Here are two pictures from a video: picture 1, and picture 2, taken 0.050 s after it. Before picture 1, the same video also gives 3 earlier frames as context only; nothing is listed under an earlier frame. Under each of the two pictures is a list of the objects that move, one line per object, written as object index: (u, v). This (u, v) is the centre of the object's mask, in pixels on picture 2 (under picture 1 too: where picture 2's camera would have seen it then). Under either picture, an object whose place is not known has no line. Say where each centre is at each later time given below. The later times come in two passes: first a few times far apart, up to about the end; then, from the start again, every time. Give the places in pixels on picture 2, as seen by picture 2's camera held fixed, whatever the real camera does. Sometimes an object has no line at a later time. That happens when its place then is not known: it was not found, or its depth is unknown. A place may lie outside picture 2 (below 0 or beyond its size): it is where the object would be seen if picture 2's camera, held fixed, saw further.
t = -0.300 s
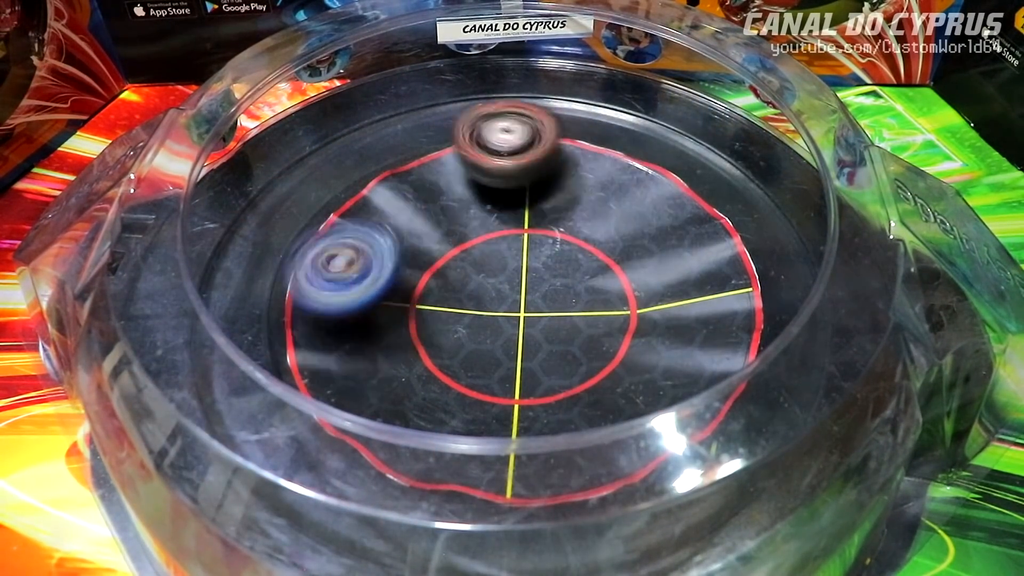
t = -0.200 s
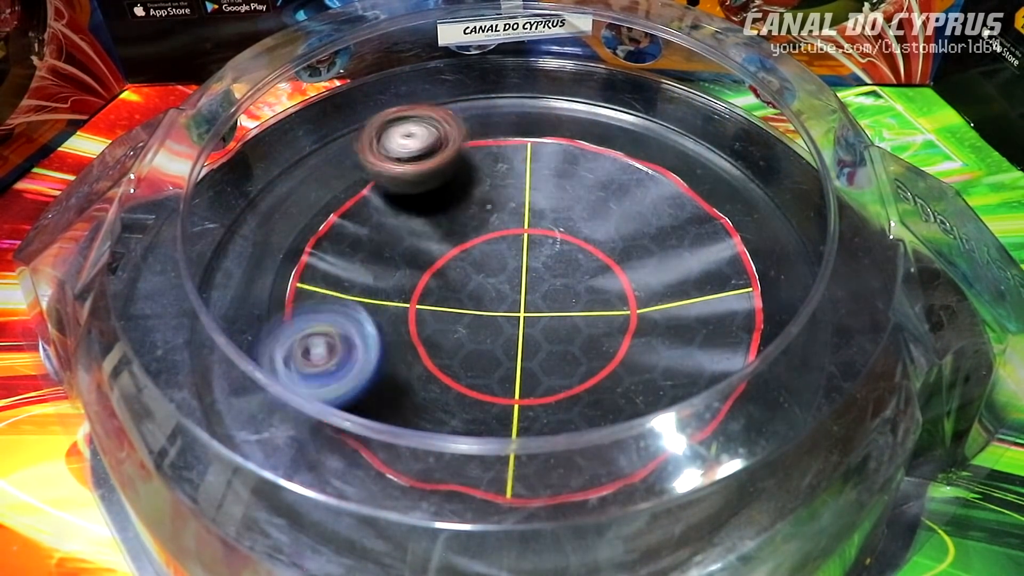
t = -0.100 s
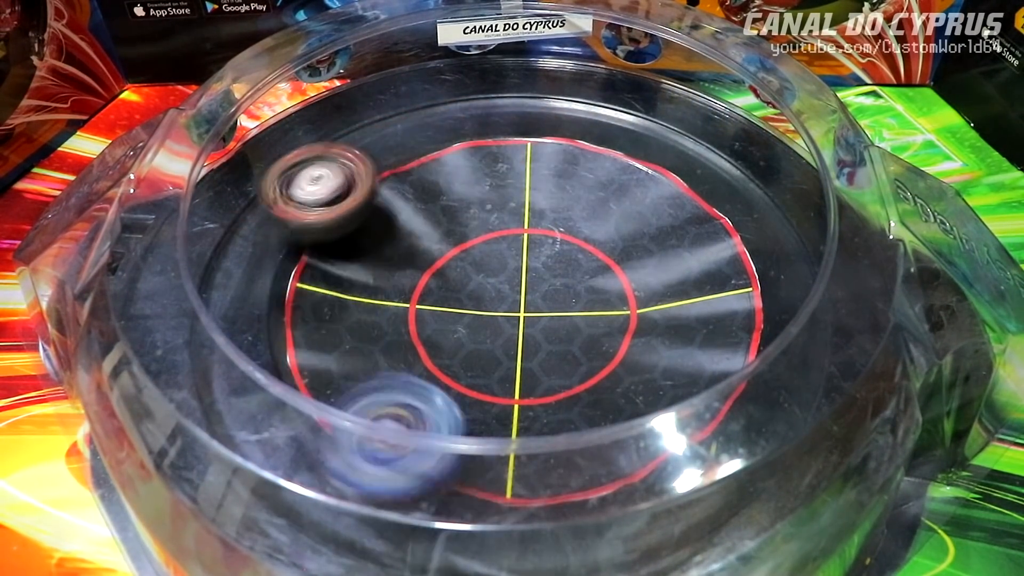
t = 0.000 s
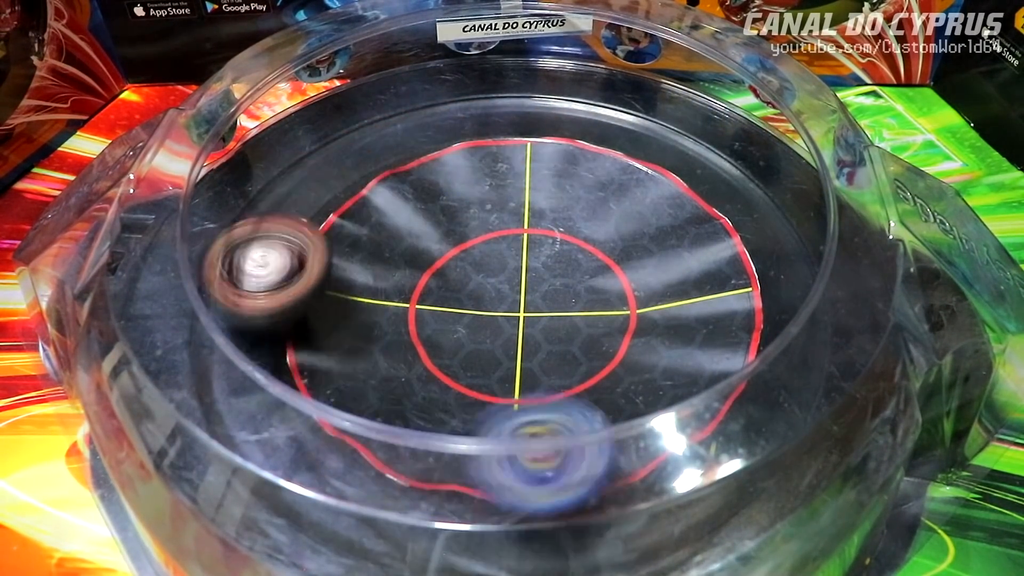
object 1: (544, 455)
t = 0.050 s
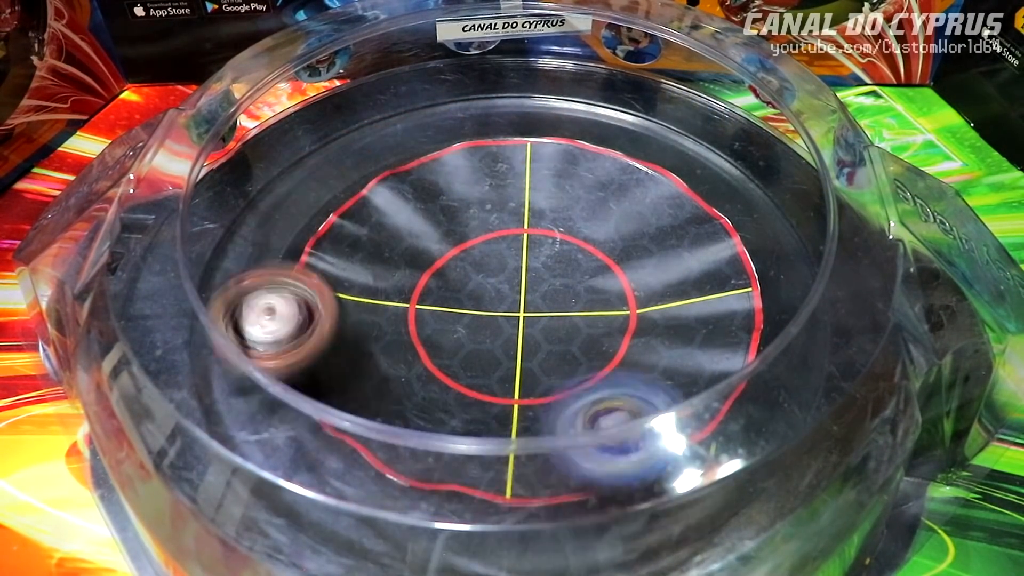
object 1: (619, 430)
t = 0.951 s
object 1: (209, 357)
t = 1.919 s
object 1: (596, 167)
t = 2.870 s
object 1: (326, 323)
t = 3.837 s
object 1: (338, 331)
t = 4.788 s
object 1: (328, 235)
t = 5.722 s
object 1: (440, 136)
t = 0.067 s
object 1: (641, 417)
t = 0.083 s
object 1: (662, 394)
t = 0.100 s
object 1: (681, 384)
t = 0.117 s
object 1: (694, 375)
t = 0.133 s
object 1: (709, 363)
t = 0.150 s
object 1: (721, 348)
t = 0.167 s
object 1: (726, 332)
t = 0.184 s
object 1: (731, 313)
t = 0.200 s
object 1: (738, 298)
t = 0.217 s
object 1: (737, 279)
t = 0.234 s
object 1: (737, 263)
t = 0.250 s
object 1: (734, 246)
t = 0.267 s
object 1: (730, 232)
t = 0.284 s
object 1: (723, 219)
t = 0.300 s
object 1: (711, 207)
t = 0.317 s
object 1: (699, 194)
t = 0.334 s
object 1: (686, 182)
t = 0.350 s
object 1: (670, 171)
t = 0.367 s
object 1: (657, 161)
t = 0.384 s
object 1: (641, 151)
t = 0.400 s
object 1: (623, 144)
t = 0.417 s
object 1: (607, 138)
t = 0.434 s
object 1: (588, 133)
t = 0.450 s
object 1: (568, 129)
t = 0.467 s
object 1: (548, 126)
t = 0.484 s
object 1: (528, 126)
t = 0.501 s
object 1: (507, 125)
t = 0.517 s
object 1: (487, 125)
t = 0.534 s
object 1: (464, 127)
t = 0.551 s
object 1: (442, 132)
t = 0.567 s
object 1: (421, 136)
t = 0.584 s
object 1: (399, 141)
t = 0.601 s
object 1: (379, 146)
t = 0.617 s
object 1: (359, 154)
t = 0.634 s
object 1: (340, 163)
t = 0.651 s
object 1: (323, 172)
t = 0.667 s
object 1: (307, 181)
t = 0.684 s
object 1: (293, 193)
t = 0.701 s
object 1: (281, 207)
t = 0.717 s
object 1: (270, 219)
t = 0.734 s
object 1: (257, 232)
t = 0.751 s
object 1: (246, 245)
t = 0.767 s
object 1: (237, 255)
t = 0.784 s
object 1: (223, 266)
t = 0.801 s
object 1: (214, 275)
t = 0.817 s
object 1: (197, 284)
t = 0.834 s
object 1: (187, 293)
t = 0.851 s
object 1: (179, 301)
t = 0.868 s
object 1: (179, 309)
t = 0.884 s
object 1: (183, 319)
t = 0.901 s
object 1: (191, 331)
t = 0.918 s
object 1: (200, 342)
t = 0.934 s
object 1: (205, 350)
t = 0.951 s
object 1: (209, 357)
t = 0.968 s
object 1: (211, 365)
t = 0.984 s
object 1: (214, 374)
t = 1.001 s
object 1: (218, 382)
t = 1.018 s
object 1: (219, 392)
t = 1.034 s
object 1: (222, 401)
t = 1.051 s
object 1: (228, 410)
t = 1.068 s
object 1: (238, 422)
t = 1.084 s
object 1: (252, 434)
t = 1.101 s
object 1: (259, 445)
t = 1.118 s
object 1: (269, 451)
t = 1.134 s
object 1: (275, 454)
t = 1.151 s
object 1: (282, 460)
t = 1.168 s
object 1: (290, 467)
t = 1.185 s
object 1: (295, 472)
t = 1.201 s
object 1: (300, 475)
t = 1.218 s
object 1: (305, 478)
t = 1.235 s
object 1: (310, 480)
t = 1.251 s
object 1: (314, 481)
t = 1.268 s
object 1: (319, 483)
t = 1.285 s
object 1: (324, 484)
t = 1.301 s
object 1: (329, 484)
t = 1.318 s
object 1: (334, 485)
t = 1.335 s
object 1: (340, 486)
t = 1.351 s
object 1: (348, 486)
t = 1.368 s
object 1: (357, 483)
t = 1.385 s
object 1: (364, 481)
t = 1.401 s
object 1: (374, 481)
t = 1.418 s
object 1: (384, 477)
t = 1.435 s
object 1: (389, 483)
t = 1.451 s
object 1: (404, 475)
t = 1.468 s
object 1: (414, 464)
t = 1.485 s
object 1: (422, 463)
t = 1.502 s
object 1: (429, 461)
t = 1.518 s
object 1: (441, 459)
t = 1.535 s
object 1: (453, 456)
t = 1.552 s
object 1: (468, 452)
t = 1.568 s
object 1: (486, 439)
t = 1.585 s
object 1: (502, 436)
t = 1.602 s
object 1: (521, 425)
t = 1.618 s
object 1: (539, 416)
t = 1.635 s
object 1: (555, 397)
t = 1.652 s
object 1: (575, 391)
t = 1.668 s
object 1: (588, 383)
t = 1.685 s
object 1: (604, 371)
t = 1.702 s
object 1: (619, 362)
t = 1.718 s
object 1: (631, 347)
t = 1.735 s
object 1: (640, 333)
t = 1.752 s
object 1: (648, 313)
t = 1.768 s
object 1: (653, 297)
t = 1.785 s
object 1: (655, 281)
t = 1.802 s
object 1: (654, 264)
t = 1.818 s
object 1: (651, 247)
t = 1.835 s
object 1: (646, 232)
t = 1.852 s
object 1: (639, 218)
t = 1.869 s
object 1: (629, 205)
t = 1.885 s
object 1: (620, 190)
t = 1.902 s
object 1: (607, 178)
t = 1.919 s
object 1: (596, 167)
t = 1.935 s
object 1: (583, 158)
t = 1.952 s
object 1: (569, 149)
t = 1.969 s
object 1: (554, 141)
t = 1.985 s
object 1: (538, 137)
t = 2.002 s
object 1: (520, 129)
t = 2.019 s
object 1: (504, 124)
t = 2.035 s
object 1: (487, 120)
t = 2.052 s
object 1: (467, 117)
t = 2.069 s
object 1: (451, 115)
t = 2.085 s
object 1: (435, 114)
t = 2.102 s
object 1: (418, 115)
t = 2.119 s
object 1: (403, 117)
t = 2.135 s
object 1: (388, 120)
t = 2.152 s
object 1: (375, 122)
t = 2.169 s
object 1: (362, 123)
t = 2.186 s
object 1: (353, 125)
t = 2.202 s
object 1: (344, 126)
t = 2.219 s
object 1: (337, 127)
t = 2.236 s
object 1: (329, 128)
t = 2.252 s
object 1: (323, 130)
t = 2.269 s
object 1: (317, 131)
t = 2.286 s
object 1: (311, 132)
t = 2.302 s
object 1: (306, 134)
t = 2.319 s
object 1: (301, 134)
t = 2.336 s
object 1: (296, 136)
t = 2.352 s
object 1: (291, 138)
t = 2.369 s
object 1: (286, 141)
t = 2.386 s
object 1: (280, 145)
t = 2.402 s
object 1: (274, 152)
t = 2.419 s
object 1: (267, 159)
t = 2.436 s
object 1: (261, 166)
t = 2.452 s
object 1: (255, 173)
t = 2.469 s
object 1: (250, 179)
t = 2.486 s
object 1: (246, 185)
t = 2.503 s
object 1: (243, 189)
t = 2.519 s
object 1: (241, 193)
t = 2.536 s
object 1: (240, 197)
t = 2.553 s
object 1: (240, 200)
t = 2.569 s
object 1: (239, 203)
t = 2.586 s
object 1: (239, 206)
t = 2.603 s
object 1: (239, 209)
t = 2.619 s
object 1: (241, 212)
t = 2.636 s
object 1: (243, 216)
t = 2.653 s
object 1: (245, 219)
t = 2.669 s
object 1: (248, 223)
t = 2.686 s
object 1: (251, 227)
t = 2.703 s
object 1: (254, 232)
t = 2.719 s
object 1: (258, 236)
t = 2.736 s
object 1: (261, 241)
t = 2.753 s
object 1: (263, 247)
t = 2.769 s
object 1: (269, 256)
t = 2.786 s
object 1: (274, 264)
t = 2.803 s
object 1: (282, 274)
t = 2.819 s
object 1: (290, 285)
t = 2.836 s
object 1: (300, 296)
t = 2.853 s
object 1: (311, 308)
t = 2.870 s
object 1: (326, 323)
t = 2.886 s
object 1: (341, 337)
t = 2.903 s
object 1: (355, 348)
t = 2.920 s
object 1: (375, 360)
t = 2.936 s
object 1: (395, 368)
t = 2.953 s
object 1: (419, 376)
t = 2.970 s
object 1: (442, 382)
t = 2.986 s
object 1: (466, 387)
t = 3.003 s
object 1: (491, 389)
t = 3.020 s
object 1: (514, 388)
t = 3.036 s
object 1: (539, 387)
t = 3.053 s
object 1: (563, 384)
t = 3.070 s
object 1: (584, 376)
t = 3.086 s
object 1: (605, 369)
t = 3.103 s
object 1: (629, 363)
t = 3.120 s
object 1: (647, 353)
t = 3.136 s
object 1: (661, 342)
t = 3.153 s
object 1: (675, 329)
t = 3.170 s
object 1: (687, 310)
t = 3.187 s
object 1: (698, 295)
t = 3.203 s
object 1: (703, 281)
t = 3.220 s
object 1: (708, 269)
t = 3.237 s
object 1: (709, 254)
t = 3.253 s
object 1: (710, 242)
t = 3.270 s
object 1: (707, 227)
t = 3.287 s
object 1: (704, 214)
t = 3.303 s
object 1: (699, 203)
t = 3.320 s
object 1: (693, 190)
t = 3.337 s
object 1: (684, 179)
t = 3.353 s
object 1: (674, 167)
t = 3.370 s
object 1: (664, 156)
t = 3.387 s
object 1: (654, 146)
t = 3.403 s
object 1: (642, 136)
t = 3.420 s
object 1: (628, 128)
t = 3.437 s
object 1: (615, 122)
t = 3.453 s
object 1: (599, 118)
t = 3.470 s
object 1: (582, 116)
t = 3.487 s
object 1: (564, 115)
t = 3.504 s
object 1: (546, 115)
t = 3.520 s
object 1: (528, 117)
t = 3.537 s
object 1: (509, 119)
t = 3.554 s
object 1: (492, 121)
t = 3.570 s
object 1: (474, 125)
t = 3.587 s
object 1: (456, 130)
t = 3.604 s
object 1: (438, 138)
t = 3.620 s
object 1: (422, 146)
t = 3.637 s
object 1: (406, 155)
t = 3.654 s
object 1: (392, 164)
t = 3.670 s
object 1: (378, 175)
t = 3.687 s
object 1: (366, 187)
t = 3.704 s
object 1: (356, 201)
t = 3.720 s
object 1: (347, 214)
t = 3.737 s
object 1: (340, 230)
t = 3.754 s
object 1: (333, 247)
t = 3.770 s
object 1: (330, 263)
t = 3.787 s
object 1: (329, 280)
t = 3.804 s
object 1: (331, 297)
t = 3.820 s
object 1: (333, 313)
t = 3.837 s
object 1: (338, 331)
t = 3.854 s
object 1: (344, 346)
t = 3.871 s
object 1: (359, 361)
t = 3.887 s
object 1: (374, 371)
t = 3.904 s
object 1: (390, 381)
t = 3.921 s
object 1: (405, 399)
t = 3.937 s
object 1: (426, 409)
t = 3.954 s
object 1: (446, 422)
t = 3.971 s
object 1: (469, 429)
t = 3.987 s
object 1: (494, 436)
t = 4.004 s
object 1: (518, 440)
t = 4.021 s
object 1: (544, 442)
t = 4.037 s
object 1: (568, 442)
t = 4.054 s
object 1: (590, 441)
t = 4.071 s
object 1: (614, 438)
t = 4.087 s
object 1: (632, 431)
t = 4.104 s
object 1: (650, 422)
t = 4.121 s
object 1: (668, 413)
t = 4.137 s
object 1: (686, 394)
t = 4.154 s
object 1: (696, 385)
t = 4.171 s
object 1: (706, 376)
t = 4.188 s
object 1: (714, 363)
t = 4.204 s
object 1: (724, 351)
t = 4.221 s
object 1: (731, 339)
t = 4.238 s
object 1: (735, 322)
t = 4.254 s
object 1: (737, 309)
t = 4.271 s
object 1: (741, 297)
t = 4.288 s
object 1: (742, 284)
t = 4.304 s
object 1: (737, 269)
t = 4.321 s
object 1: (734, 256)
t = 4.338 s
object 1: (729, 244)
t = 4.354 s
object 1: (722, 232)
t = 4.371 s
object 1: (713, 220)
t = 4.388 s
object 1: (705, 211)
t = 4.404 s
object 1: (694, 202)
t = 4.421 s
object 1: (682, 193)
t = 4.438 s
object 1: (668, 185)
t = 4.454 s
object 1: (654, 175)
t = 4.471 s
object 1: (639, 170)
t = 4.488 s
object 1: (625, 163)
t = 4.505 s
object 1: (609, 159)
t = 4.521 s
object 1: (593, 157)
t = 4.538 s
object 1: (577, 154)
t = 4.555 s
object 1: (557, 152)
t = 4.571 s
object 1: (537, 151)
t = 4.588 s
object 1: (520, 151)
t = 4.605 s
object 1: (499, 153)
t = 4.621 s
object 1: (479, 156)
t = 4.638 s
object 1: (461, 158)
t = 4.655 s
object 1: (443, 163)
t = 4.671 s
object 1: (426, 169)
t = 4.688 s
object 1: (409, 175)
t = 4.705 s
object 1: (393, 184)
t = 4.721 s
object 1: (379, 192)
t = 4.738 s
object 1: (364, 201)
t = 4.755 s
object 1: (351, 212)
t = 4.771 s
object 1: (338, 223)
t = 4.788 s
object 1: (328, 235)
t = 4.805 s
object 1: (318, 247)
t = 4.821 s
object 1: (311, 260)
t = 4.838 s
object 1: (305, 275)
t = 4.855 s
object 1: (301, 289)
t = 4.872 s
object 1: (299, 303)
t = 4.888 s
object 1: (297, 318)
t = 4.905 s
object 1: (301, 332)
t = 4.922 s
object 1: (307, 343)
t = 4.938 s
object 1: (314, 352)
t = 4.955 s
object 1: (323, 361)
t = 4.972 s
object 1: (334, 370)
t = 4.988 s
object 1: (338, 394)
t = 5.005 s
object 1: (349, 406)
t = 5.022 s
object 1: (364, 415)
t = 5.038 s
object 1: (381, 423)
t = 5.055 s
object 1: (397, 431)
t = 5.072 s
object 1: (415, 431)
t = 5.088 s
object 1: (435, 447)
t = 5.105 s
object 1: (456, 451)
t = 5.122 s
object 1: (482, 452)
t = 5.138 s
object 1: (504, 451)
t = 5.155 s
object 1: (527, 444)
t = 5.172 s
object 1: (547, 437)
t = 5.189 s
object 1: (568, 432)
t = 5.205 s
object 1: (587, 424)
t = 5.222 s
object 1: (602, 414)
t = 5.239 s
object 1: (616, 391)
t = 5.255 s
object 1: (632, 382)
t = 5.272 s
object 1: (645, 373)
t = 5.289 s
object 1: (659, 364)
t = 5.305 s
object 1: (671, 355)
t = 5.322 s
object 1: (679, 344)
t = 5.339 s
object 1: (686, 328)
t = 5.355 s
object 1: (688, 311)
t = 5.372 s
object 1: (691, 294)
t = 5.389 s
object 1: (689, 280)
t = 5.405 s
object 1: (687, 268)
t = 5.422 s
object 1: (683, 254)
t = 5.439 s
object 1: (676, 242)
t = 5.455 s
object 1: (668, 228)
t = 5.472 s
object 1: (661, 220)
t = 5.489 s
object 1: (650, 208)
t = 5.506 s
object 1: (639, 196)
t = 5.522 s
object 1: (627, 187)
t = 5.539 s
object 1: (613, 178)
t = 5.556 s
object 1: (599, 169)
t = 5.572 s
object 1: (584, 162)
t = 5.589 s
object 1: (570, 157)
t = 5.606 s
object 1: (553, 150)
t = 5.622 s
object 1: (537, 146)
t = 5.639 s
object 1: (521, 141)
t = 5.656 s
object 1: (505, 139)
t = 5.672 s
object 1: (488, 135)
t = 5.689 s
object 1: (471, 134)
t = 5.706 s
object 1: (456, 135)
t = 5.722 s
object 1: (440, 136)
